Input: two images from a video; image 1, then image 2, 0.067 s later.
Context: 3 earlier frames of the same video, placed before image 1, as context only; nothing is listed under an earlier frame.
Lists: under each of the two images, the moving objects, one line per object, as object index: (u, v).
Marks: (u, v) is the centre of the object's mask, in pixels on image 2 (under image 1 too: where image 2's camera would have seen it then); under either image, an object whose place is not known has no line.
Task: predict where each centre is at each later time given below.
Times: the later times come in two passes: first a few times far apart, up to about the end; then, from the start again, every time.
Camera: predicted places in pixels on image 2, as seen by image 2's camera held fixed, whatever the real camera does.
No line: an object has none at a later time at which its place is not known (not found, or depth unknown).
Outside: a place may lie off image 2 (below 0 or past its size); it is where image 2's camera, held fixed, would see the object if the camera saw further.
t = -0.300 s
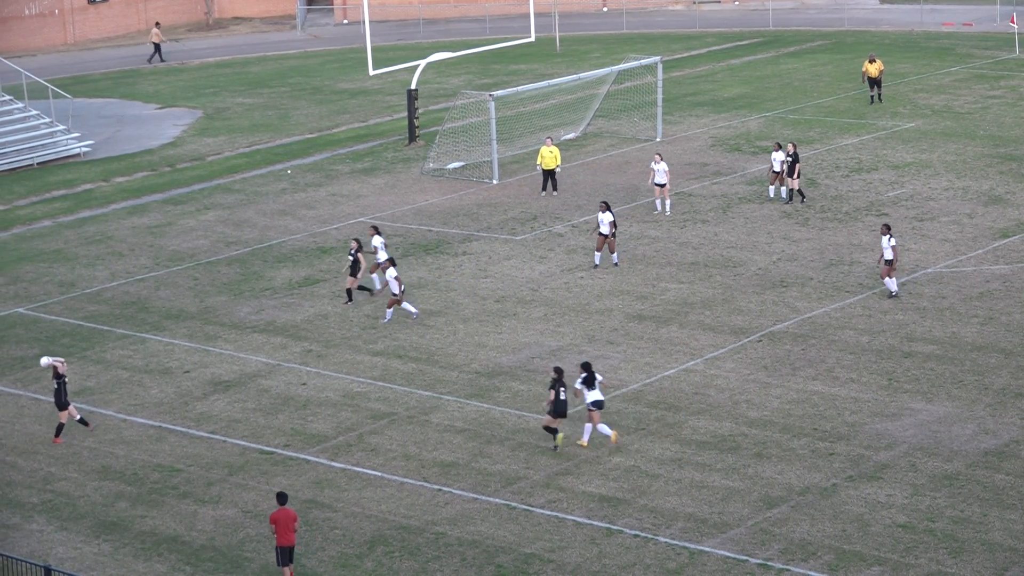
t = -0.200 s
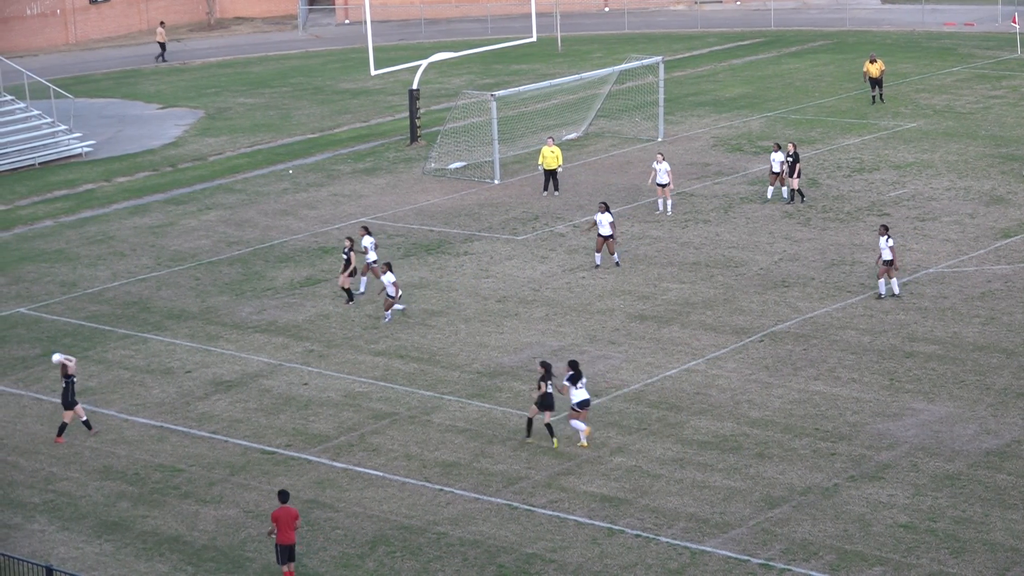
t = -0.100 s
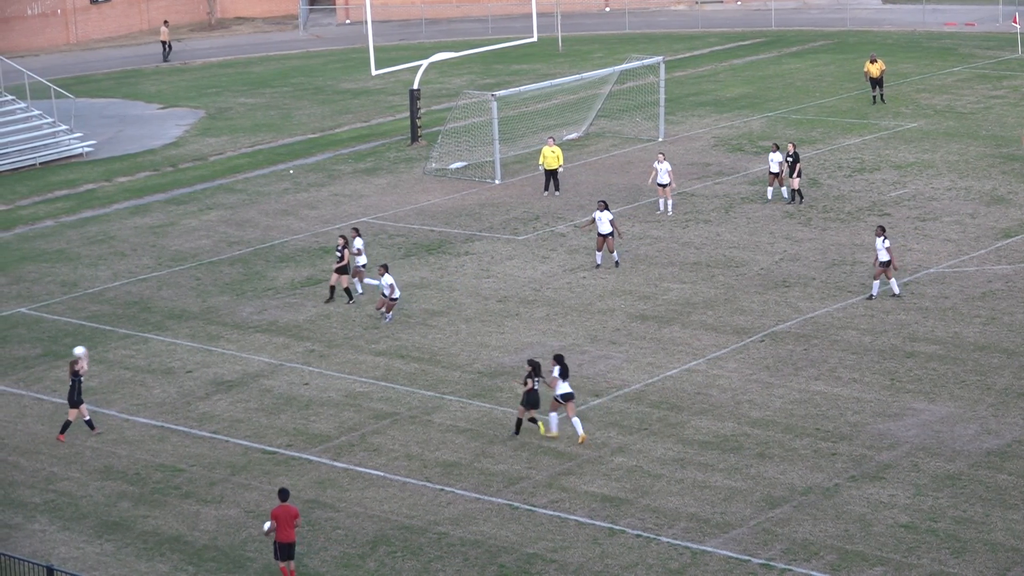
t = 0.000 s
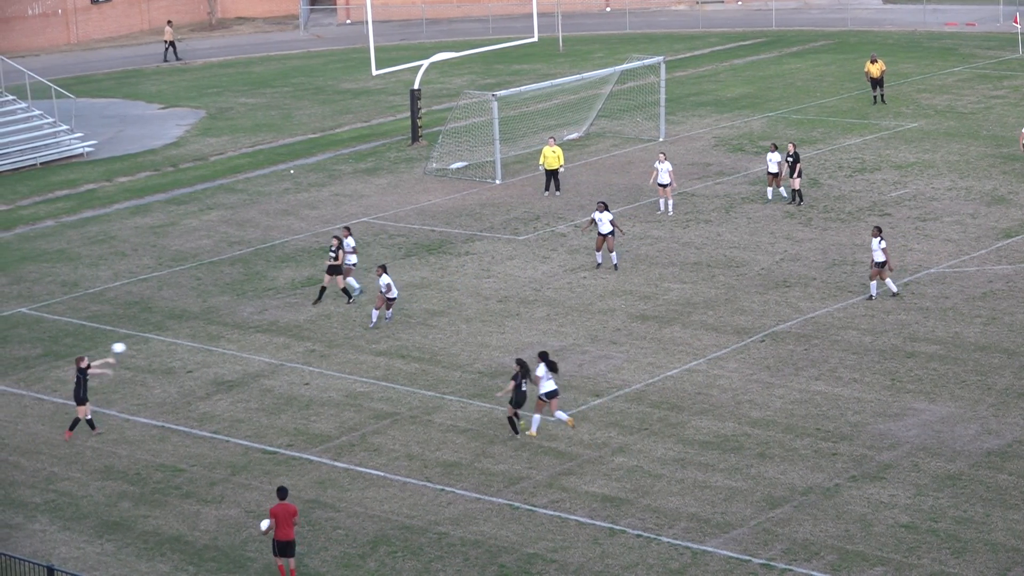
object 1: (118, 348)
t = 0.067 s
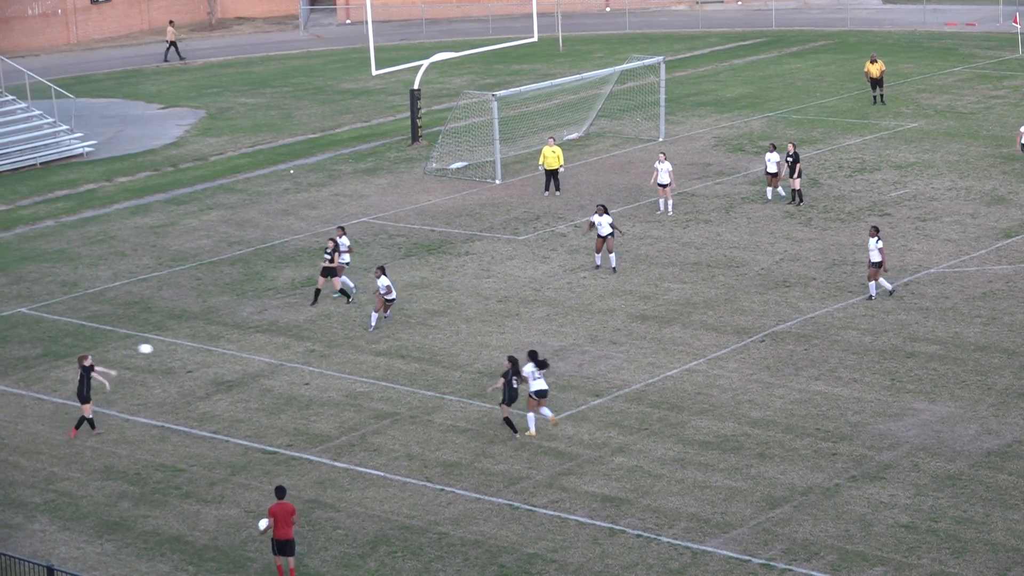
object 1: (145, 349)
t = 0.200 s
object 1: (198, 358)
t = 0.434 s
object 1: (289, 395)
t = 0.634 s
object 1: (344, 400)
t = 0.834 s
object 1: (381, 383)
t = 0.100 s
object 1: (159, 350)
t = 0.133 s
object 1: (172, 352)
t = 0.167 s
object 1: (185, 355)
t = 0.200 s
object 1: (198, 358)
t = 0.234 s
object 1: (211, 362)
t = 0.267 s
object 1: (225, 366)
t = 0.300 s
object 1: (237, 371)
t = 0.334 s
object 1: (251, 376)
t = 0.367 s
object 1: (264, 383)
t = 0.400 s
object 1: (276, 389)
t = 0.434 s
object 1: (289, 395)
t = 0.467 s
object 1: (302, 402)
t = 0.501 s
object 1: (315, 411)
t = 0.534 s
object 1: (326, 415)
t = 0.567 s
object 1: (332, 409)
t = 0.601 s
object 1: (338, 404)
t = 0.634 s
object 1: (344, 400)
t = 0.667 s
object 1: (350, 395)
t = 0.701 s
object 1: (356, 391)
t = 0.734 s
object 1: (363, 389)
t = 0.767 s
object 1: (369, 386)
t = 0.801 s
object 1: (375, 384)
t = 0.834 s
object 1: (381, 383)
